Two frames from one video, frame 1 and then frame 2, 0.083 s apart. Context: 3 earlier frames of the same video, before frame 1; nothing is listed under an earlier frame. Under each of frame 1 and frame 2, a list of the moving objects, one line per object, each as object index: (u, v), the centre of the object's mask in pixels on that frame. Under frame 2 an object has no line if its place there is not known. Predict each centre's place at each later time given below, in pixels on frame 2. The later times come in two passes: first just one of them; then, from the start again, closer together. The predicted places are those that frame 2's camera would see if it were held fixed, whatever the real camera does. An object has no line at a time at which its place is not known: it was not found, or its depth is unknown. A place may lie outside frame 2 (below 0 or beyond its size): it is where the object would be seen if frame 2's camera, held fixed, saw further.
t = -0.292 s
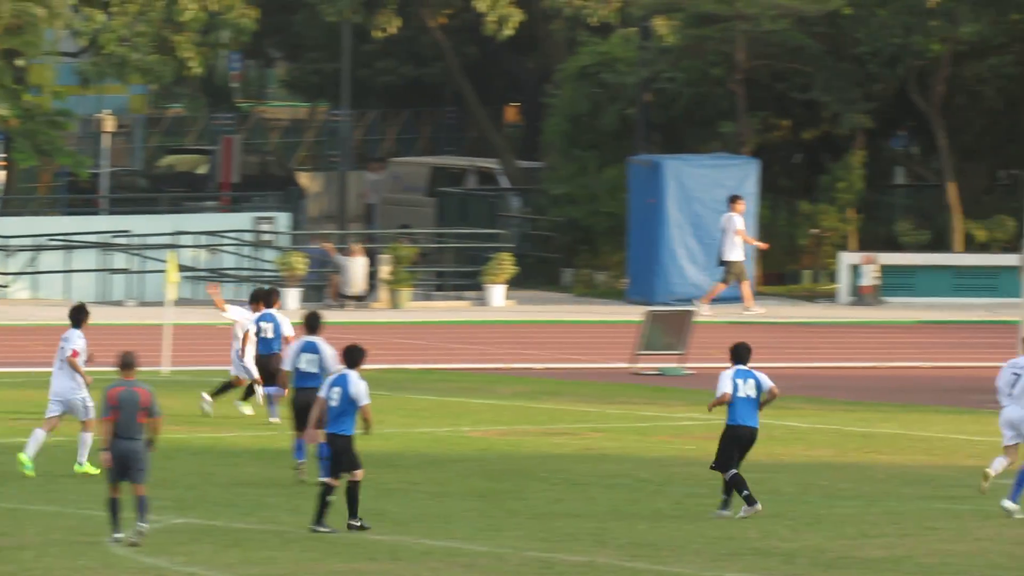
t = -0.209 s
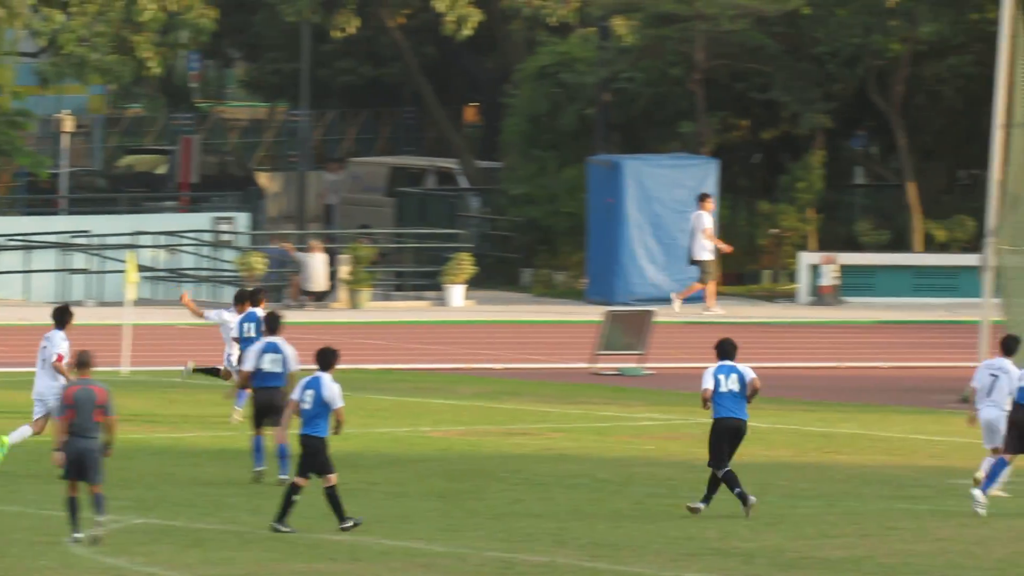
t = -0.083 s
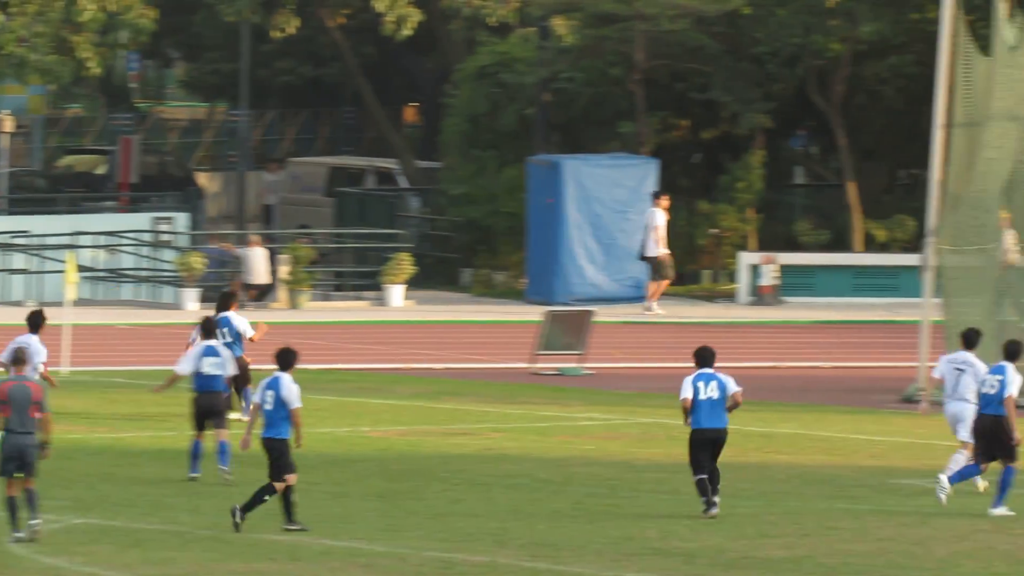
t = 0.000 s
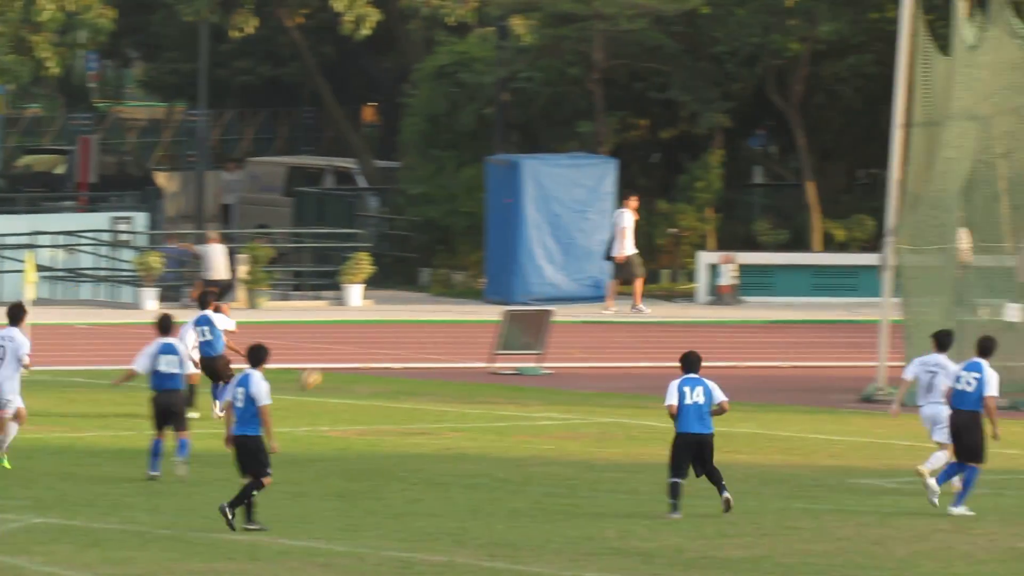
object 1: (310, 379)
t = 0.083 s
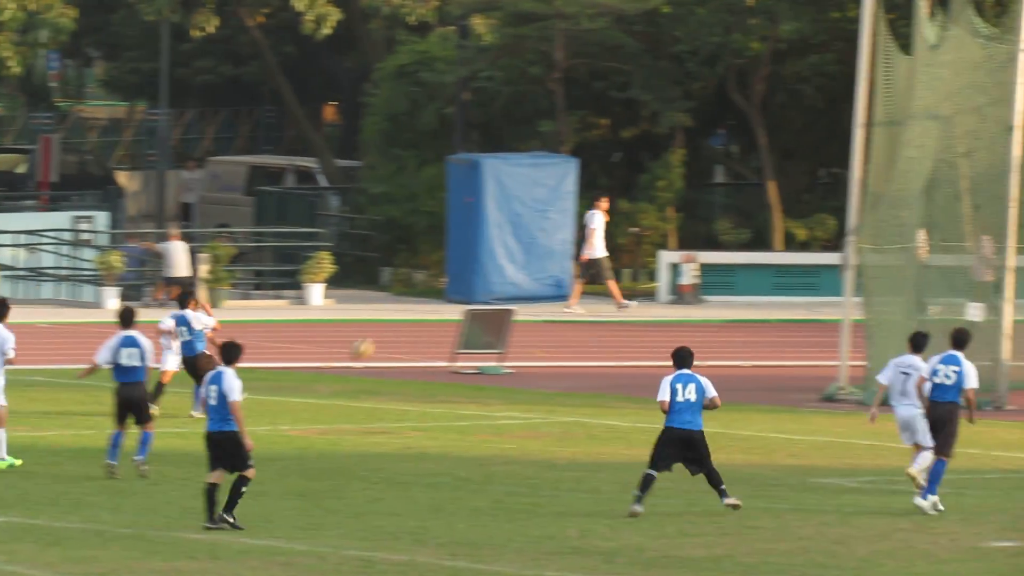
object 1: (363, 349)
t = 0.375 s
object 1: (683, 284)
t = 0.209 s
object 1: (500, 313)
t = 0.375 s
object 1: (683, 284)
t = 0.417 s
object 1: (724, 277)
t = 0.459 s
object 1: (769, 273)
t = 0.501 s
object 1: (810, 270)
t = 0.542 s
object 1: (854, 271)
